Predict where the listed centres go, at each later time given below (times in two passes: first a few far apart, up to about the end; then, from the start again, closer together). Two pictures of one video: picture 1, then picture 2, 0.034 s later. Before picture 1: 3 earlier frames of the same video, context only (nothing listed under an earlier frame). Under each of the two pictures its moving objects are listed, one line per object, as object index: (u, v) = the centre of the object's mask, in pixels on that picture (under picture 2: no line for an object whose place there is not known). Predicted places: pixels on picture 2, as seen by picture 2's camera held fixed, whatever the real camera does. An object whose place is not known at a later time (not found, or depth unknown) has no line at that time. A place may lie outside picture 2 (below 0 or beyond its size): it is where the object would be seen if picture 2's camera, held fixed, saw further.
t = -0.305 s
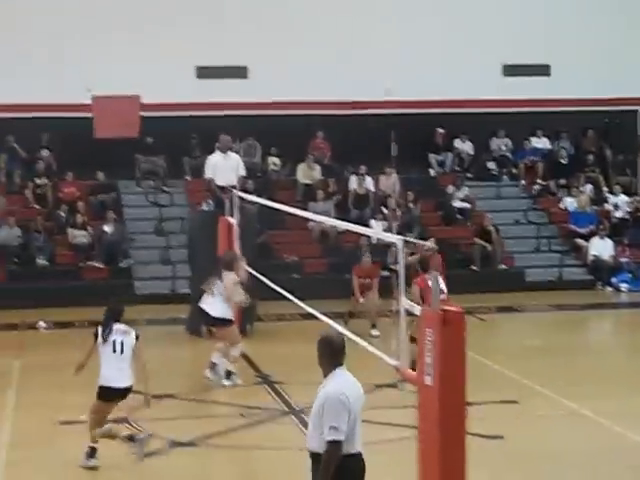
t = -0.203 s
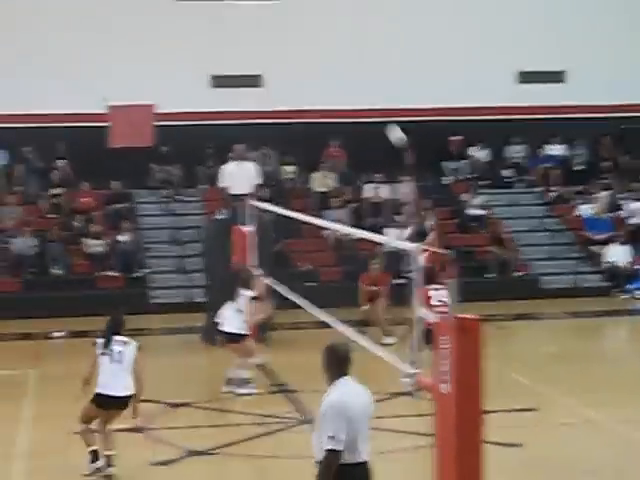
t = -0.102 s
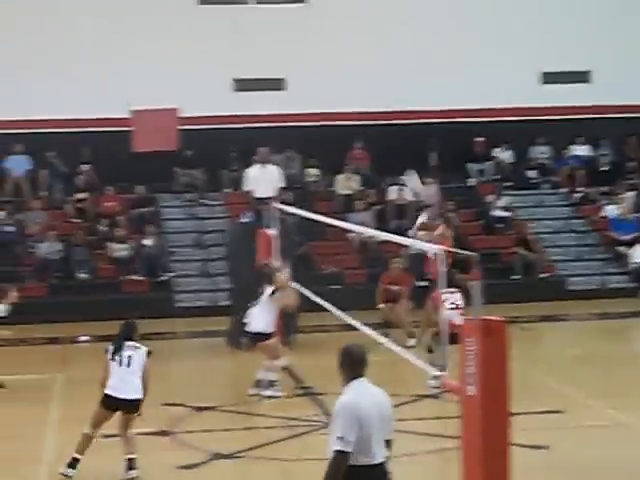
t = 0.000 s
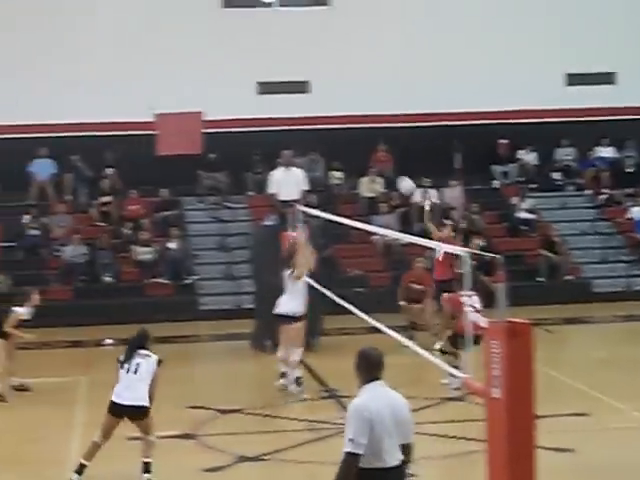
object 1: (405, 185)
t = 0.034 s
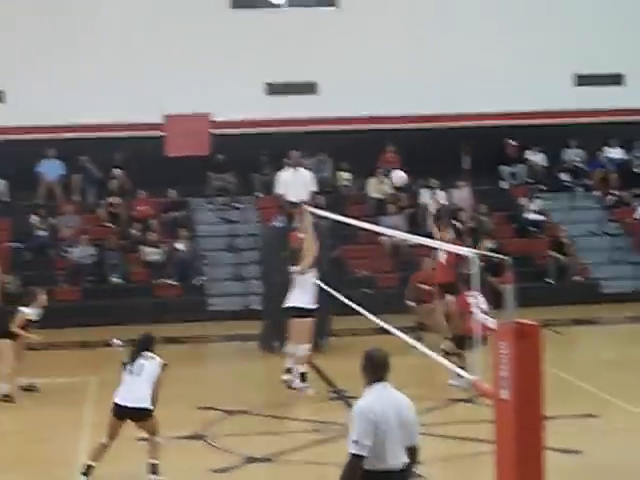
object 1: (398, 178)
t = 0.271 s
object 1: (284, 138)
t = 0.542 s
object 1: (146, 149)
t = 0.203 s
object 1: (317, 145)
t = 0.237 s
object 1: (301, 141)
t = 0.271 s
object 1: (284, 138)
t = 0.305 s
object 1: (267, 136)
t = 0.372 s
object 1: (235, 134)
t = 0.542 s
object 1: (146, 149)
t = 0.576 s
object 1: (130, 154)
